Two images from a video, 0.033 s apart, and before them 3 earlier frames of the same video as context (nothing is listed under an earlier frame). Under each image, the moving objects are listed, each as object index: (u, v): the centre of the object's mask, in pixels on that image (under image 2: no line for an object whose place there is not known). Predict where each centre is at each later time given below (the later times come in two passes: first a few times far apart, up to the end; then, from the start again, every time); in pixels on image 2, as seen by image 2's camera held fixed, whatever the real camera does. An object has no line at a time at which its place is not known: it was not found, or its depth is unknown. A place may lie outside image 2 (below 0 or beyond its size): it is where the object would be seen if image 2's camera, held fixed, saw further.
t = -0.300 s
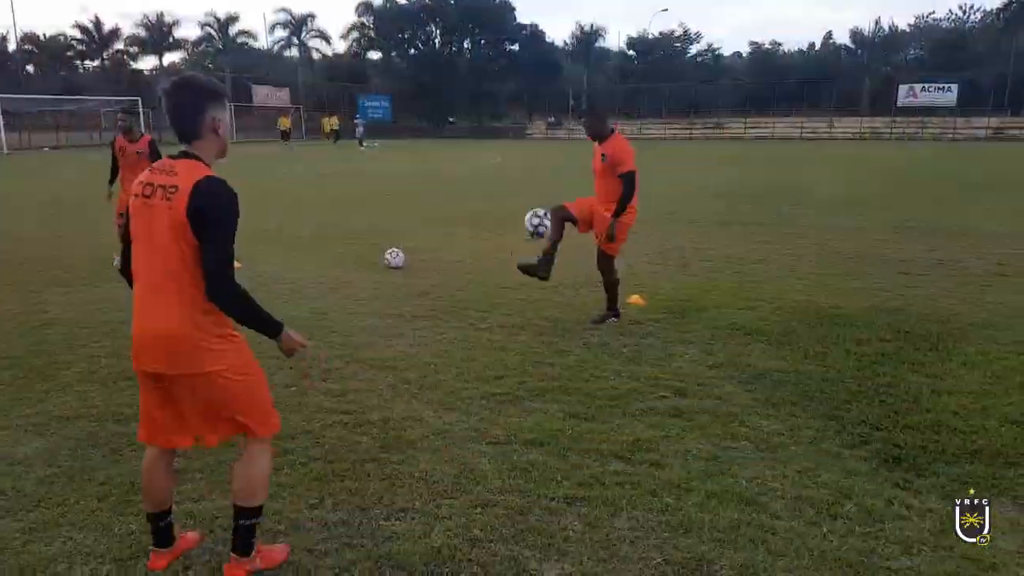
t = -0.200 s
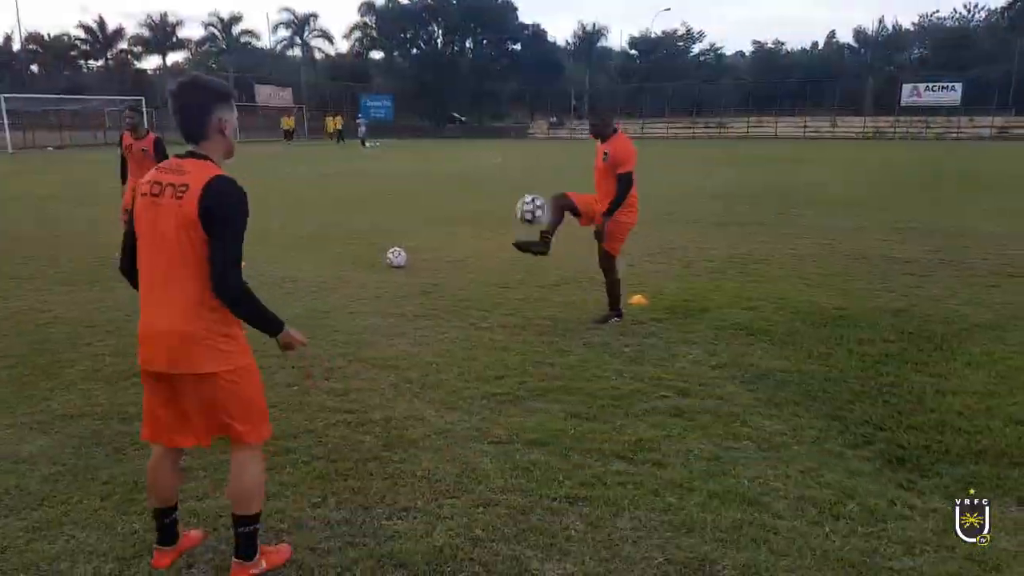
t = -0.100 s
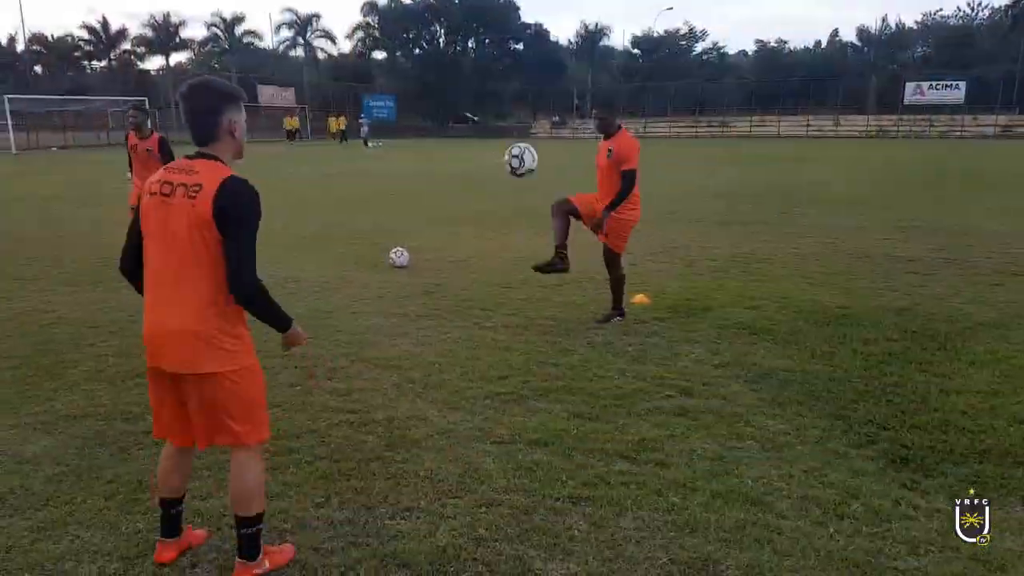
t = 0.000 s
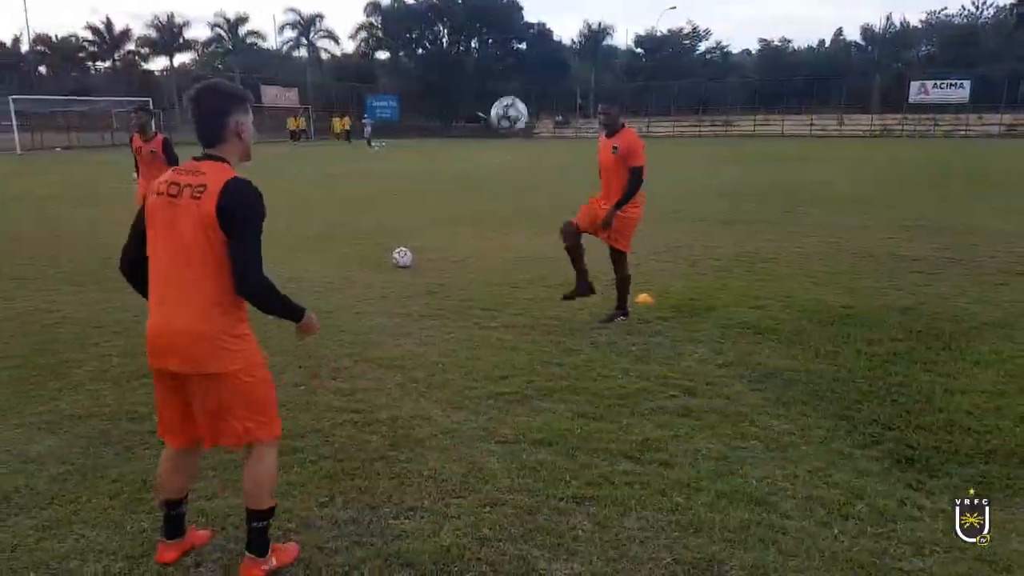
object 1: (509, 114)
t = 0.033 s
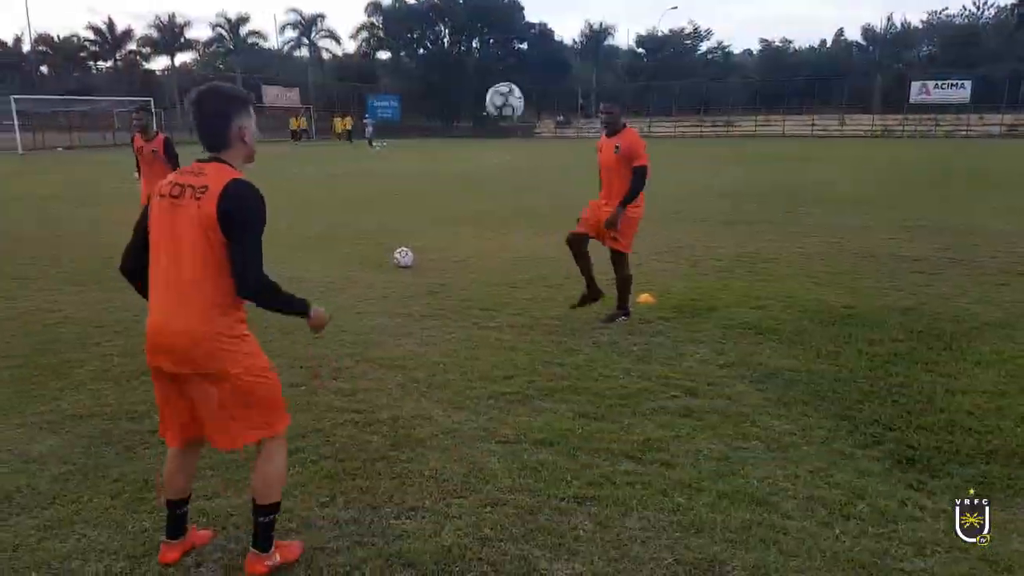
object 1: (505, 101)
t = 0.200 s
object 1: (469, 59)
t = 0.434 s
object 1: (396, 97)
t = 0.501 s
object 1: (368, 144)
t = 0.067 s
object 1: (498, 91)
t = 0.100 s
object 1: (492, 81)
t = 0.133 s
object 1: (485, 72)
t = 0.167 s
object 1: (477, 64)
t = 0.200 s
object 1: (469, 59)
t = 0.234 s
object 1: (461, 57)
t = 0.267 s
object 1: (452, 55)
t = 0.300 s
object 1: (443, 57)
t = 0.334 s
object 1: (432, 62)
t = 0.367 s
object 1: (420, 70)
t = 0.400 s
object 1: (409, 81)
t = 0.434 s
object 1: (396, 97)
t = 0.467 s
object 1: (382, 118)
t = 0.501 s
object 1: (368, 144)
